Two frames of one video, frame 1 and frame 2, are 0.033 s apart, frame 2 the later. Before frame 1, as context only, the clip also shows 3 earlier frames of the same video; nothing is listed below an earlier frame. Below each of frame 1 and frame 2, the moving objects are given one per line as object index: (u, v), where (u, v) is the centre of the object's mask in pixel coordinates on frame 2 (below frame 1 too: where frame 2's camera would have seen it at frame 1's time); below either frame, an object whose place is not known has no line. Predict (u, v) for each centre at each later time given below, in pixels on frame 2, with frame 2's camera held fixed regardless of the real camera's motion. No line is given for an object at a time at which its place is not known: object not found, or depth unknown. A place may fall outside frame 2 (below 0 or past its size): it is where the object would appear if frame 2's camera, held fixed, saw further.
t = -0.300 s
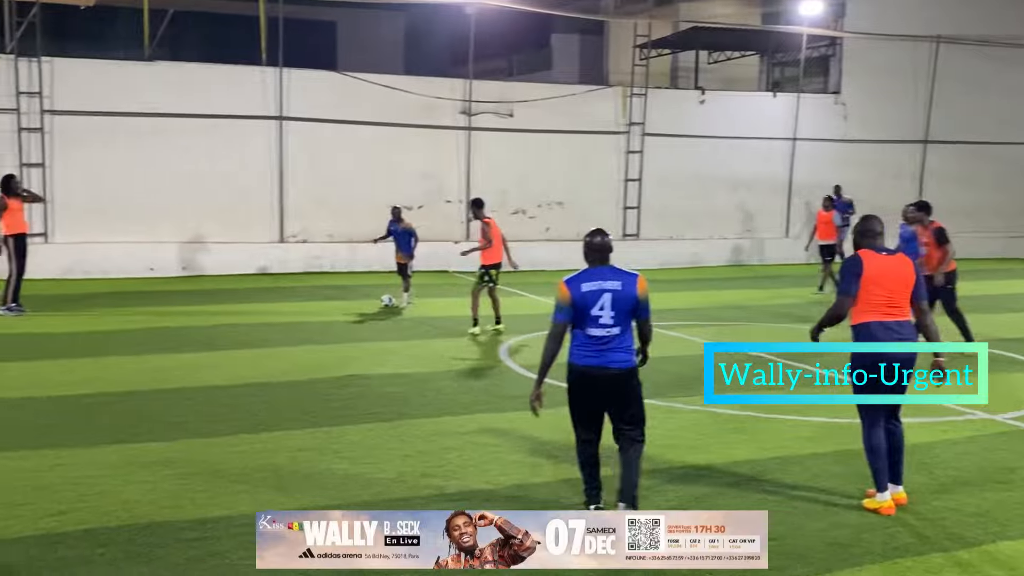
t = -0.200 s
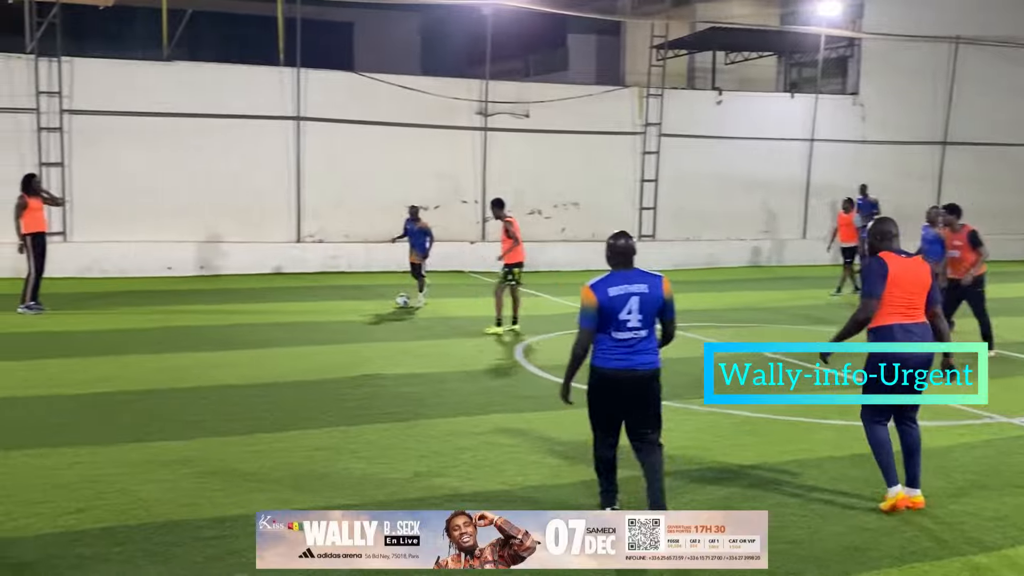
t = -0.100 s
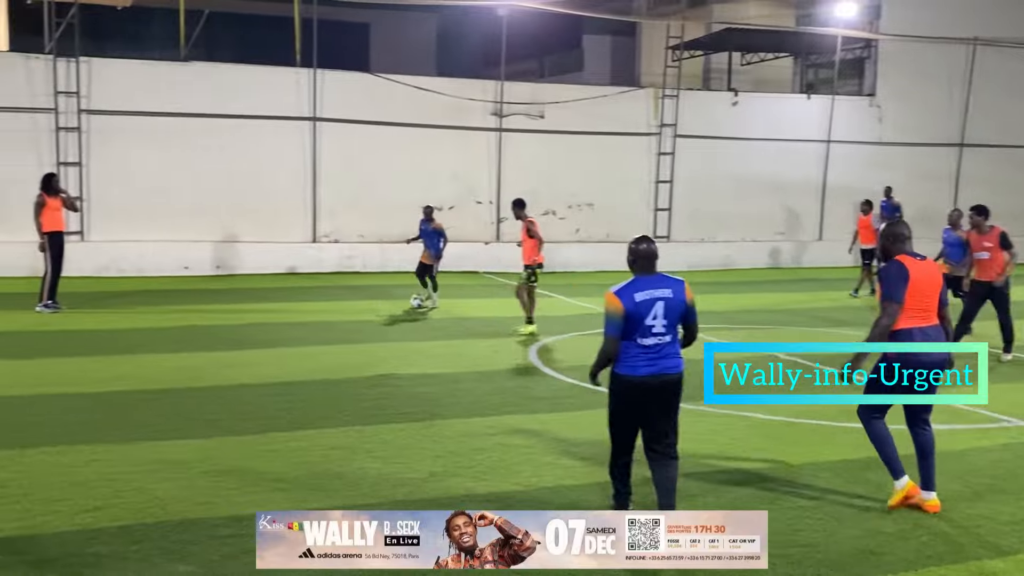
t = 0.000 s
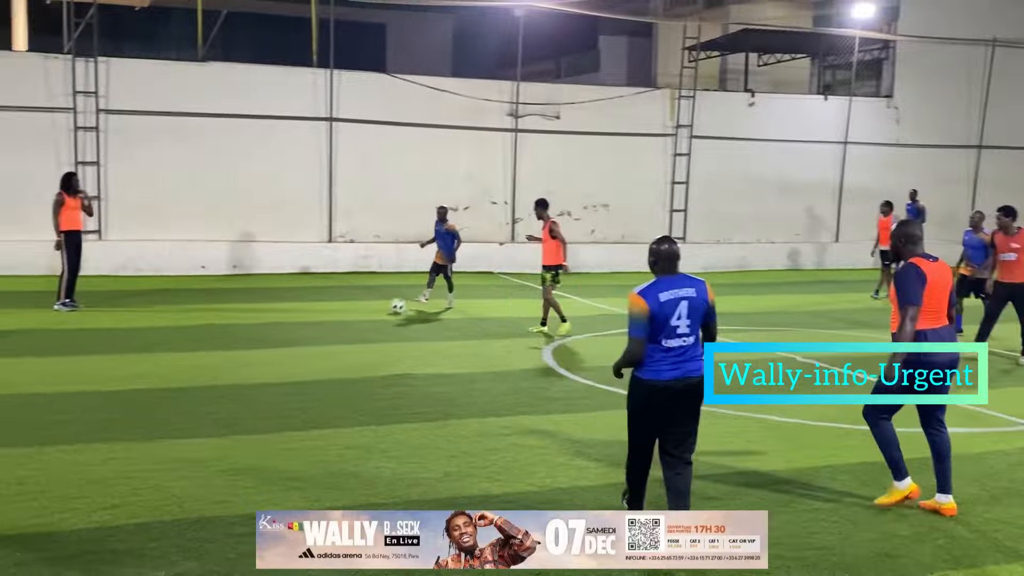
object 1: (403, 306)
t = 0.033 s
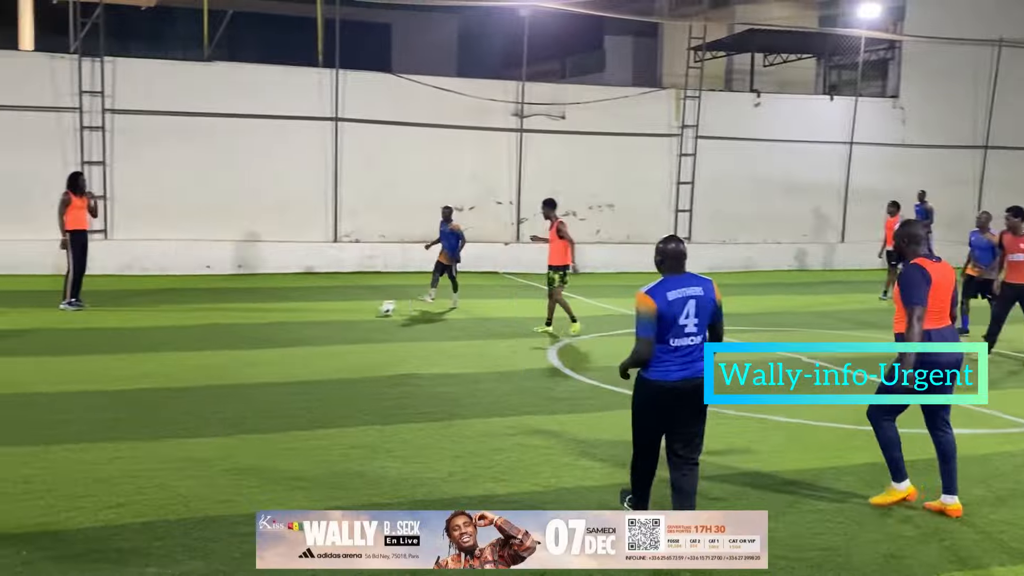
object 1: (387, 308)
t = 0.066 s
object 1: (371, 312)
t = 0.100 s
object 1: (356, 313)
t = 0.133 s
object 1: (338, 316)
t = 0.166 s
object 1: (322, 318)
